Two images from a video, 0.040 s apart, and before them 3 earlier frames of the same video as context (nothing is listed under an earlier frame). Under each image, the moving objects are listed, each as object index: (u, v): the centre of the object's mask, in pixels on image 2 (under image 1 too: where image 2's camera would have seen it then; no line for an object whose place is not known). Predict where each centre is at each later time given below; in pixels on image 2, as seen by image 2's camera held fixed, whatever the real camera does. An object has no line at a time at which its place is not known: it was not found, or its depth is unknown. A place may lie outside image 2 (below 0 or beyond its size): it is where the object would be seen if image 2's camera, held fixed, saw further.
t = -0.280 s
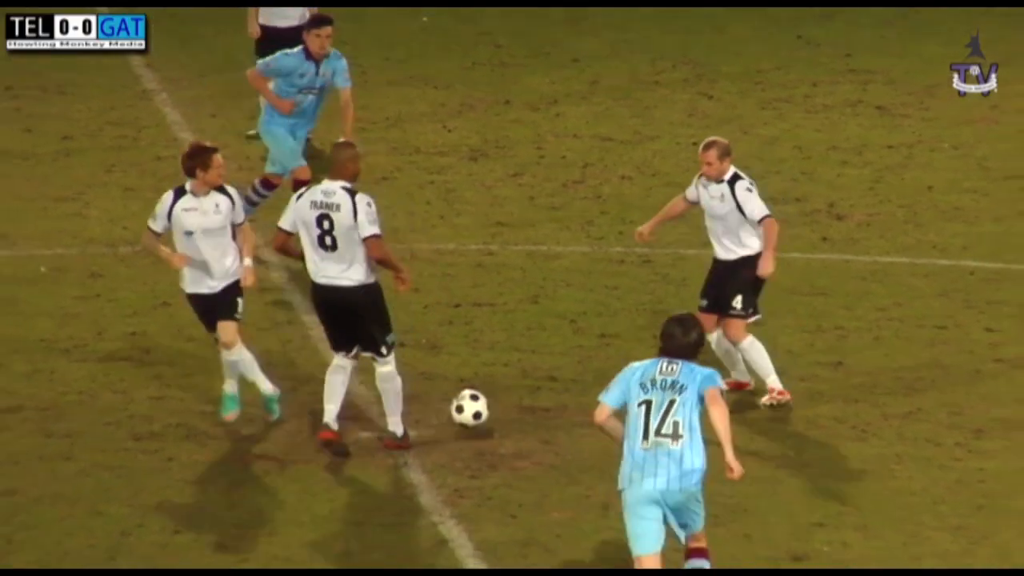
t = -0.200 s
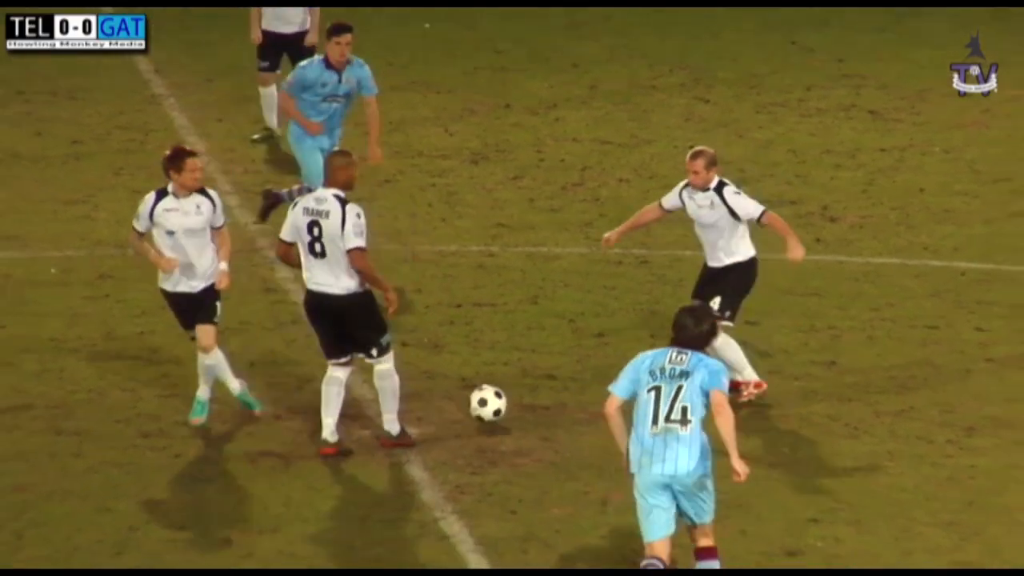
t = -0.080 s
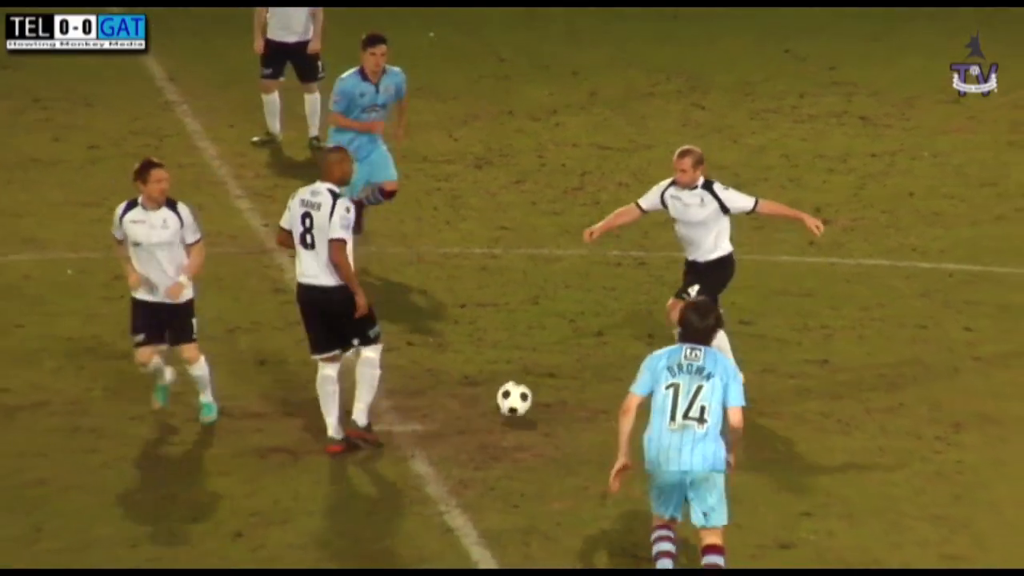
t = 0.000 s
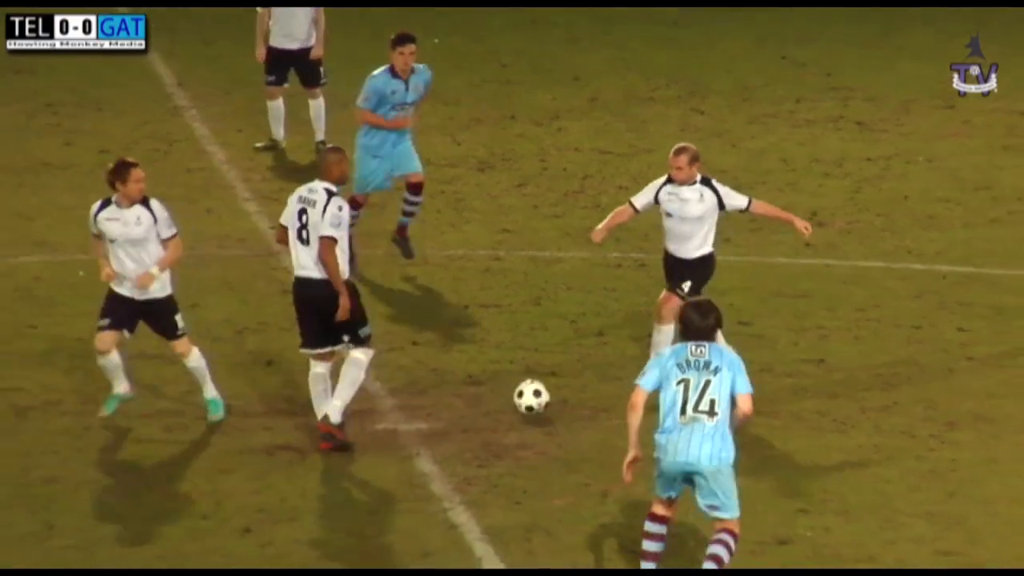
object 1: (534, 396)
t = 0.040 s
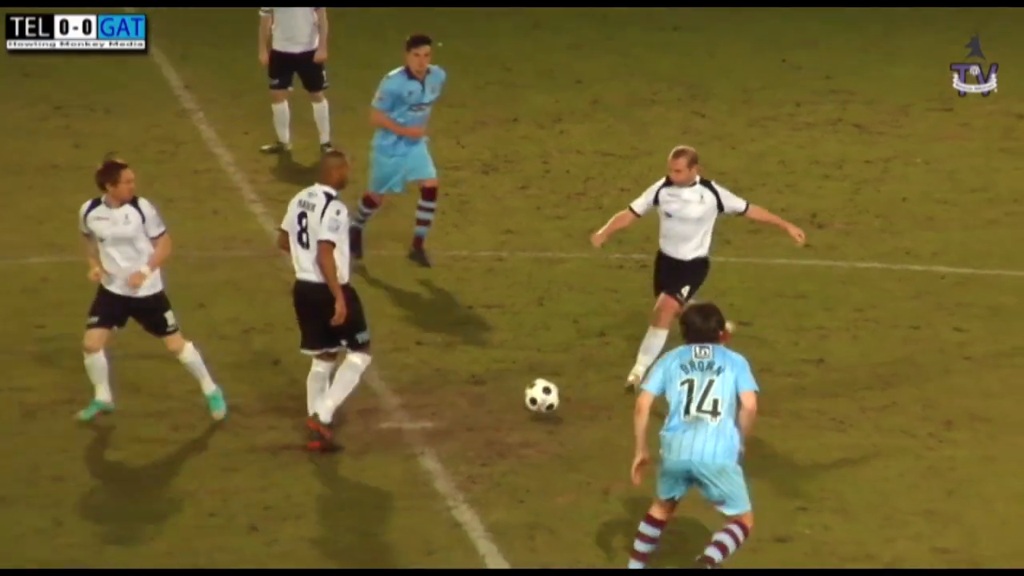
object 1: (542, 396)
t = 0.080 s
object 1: (550, 395)
